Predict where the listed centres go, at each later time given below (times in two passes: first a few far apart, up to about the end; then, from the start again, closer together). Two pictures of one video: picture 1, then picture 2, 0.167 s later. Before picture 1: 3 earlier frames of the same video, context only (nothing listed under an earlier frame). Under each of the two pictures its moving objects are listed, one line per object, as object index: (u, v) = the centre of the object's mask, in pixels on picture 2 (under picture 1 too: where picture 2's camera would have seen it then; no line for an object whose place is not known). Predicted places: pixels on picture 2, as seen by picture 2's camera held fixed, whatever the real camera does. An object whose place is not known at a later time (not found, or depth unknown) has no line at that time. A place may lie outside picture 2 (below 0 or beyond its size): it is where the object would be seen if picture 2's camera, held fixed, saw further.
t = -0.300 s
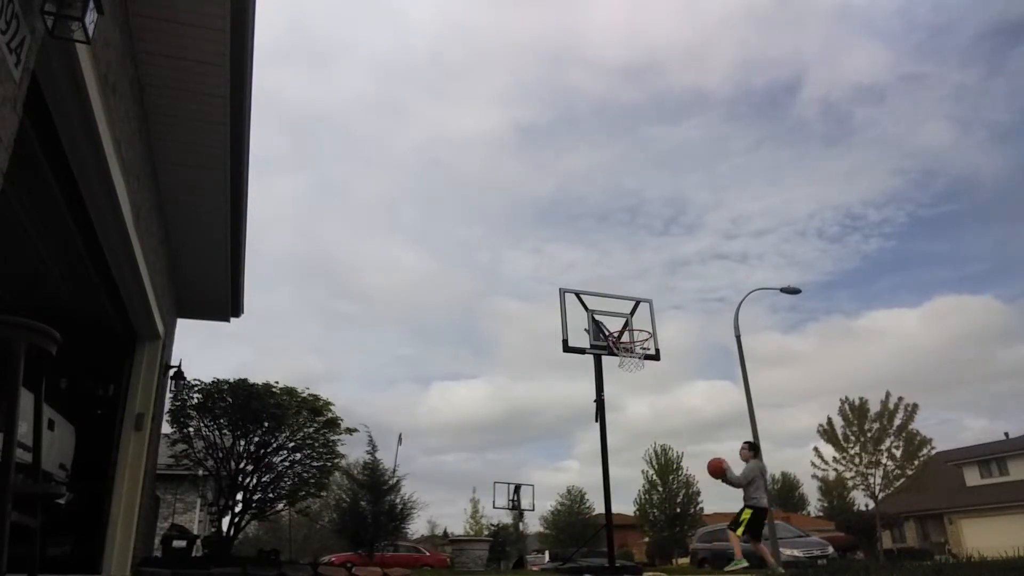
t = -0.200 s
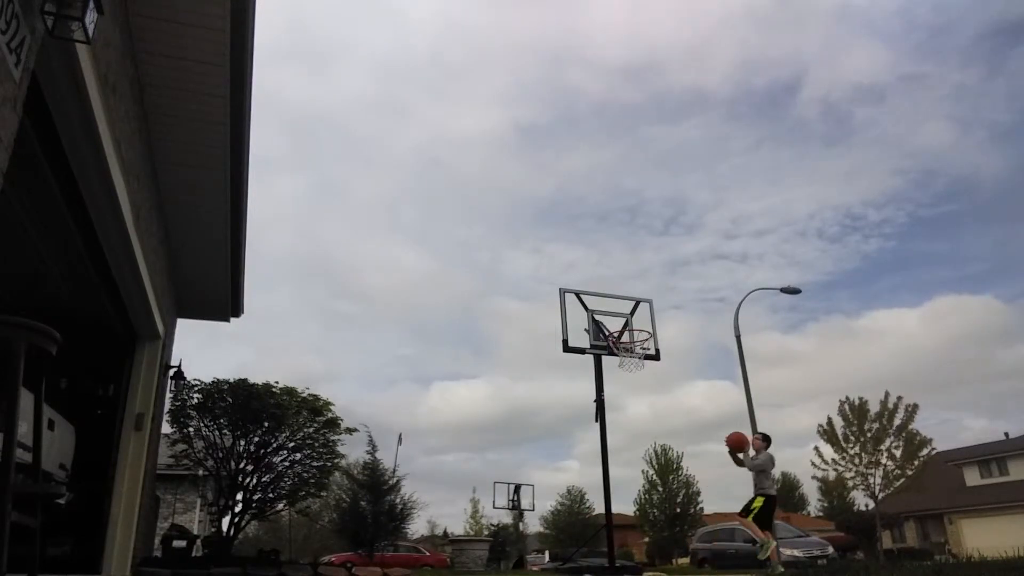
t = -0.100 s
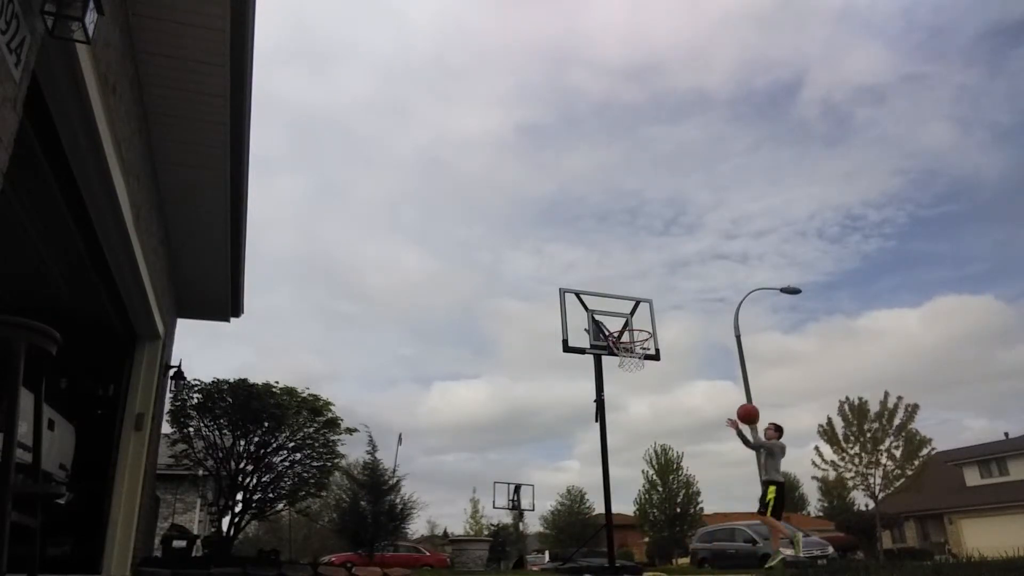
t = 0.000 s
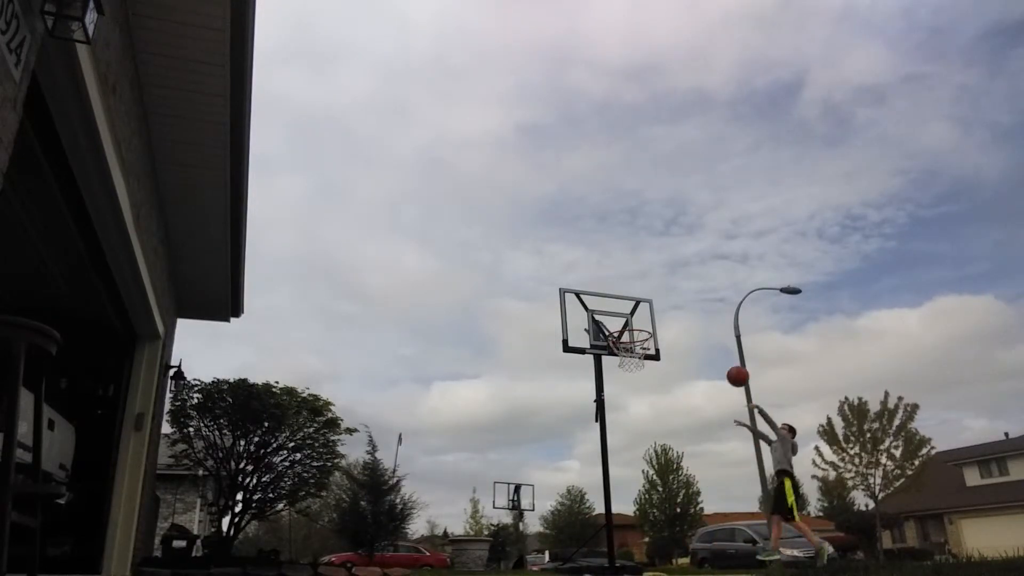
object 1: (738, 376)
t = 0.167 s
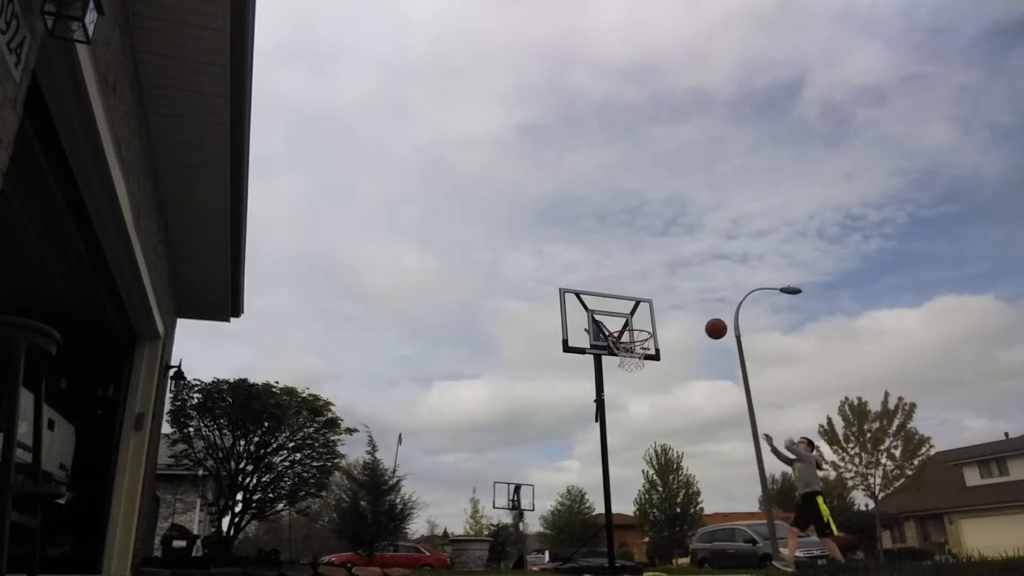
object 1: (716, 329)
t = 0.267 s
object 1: (705, 311)
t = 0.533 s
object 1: (679, 303)
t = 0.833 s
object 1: (656, 370)
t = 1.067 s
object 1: (641, 495)
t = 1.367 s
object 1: (622, 447)
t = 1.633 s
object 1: (609, 368)
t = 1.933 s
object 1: (601, 364)
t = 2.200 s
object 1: (598, 443)
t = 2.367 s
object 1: (599, 543)
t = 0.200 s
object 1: (712, 322)
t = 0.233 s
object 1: (708, 316)
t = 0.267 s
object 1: (705, 311)
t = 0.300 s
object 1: (701, 307)
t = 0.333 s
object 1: (698, 304)
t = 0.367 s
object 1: (694, 301)
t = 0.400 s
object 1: (691, 300)
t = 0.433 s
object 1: (688, 299)
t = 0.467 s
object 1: (685, 300)
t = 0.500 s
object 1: (682, 301)
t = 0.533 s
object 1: (679, 303)
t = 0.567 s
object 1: (677, 306)
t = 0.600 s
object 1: (674, 310)
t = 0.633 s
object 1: (671, 316)
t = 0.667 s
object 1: (668, 322)
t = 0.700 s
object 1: (666, 329)
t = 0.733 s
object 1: (663, 337)
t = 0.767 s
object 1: (661, 347)
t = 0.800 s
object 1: (659, 357)
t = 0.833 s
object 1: (656, 370)
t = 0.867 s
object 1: (654, 382)
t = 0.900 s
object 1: (651, 397)
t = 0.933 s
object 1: (649, 414)
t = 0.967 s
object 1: (647, 431)
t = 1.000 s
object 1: (645, 450)
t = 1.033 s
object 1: (643, 472)
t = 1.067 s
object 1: (641, 495)
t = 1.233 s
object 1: (631, 515)
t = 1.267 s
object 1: (628, 496)
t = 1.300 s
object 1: (626, 478)
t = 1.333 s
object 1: (624, 462)
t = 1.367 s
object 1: (622, 447)
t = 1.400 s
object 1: (620, 432)
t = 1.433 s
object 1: (618, 420)
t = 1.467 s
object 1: (617, 408)
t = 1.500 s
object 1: (615, 398)
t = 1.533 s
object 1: (613, 389)
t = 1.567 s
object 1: (612, 381)
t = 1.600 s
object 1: (610, 374)
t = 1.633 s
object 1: (609, 368)
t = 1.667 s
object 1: (609, 363)
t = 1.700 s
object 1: (607, 359)
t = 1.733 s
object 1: (606, 357)
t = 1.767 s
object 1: (604, 355)
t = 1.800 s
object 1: (604, 355)
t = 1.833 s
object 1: (603, 355)
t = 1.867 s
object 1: (602, 357)
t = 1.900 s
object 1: (602, 360)
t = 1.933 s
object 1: (601, 364)
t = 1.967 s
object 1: (600, 370)
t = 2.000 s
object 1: (600, 376)
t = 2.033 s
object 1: (599, 384)
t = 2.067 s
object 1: (599, 393)
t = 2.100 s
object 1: (599, 403)
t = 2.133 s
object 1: (598, 415)
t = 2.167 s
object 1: (598, 428)
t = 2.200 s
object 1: (598, 443)
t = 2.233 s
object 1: (598, 459)
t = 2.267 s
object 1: (598, 477)
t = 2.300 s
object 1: (598, 497)
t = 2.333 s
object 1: (599, 519)
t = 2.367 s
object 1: (599, 543)
